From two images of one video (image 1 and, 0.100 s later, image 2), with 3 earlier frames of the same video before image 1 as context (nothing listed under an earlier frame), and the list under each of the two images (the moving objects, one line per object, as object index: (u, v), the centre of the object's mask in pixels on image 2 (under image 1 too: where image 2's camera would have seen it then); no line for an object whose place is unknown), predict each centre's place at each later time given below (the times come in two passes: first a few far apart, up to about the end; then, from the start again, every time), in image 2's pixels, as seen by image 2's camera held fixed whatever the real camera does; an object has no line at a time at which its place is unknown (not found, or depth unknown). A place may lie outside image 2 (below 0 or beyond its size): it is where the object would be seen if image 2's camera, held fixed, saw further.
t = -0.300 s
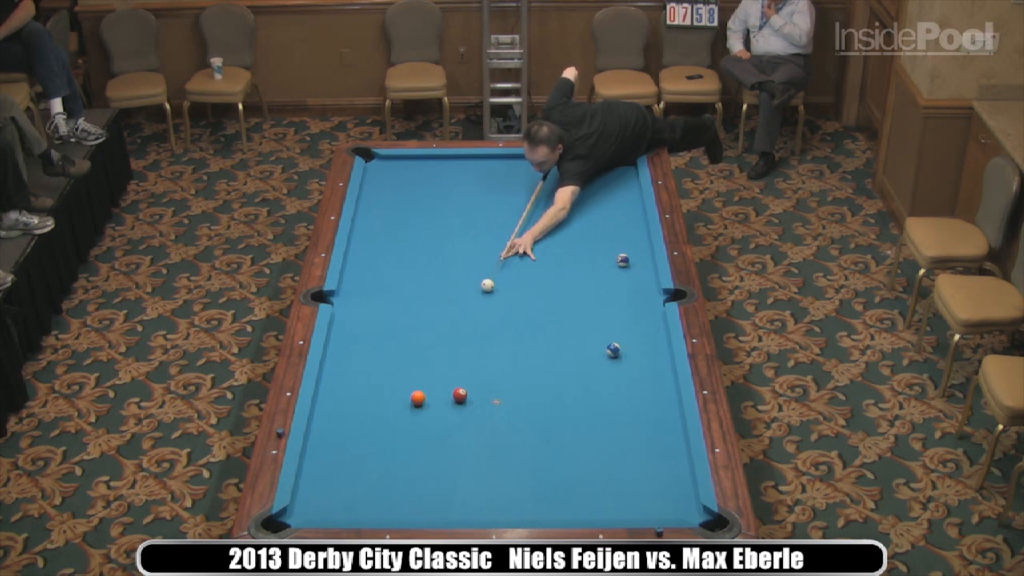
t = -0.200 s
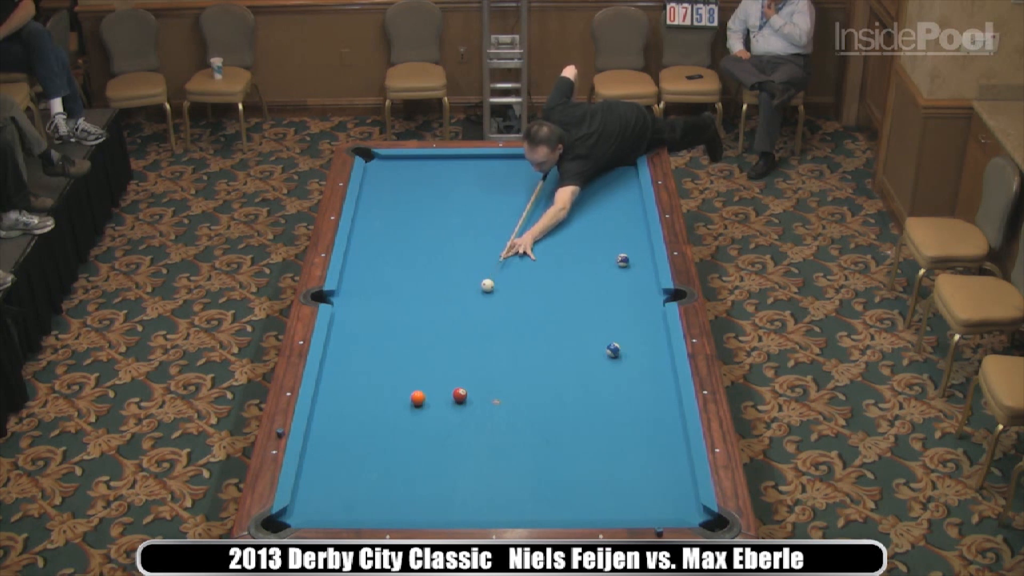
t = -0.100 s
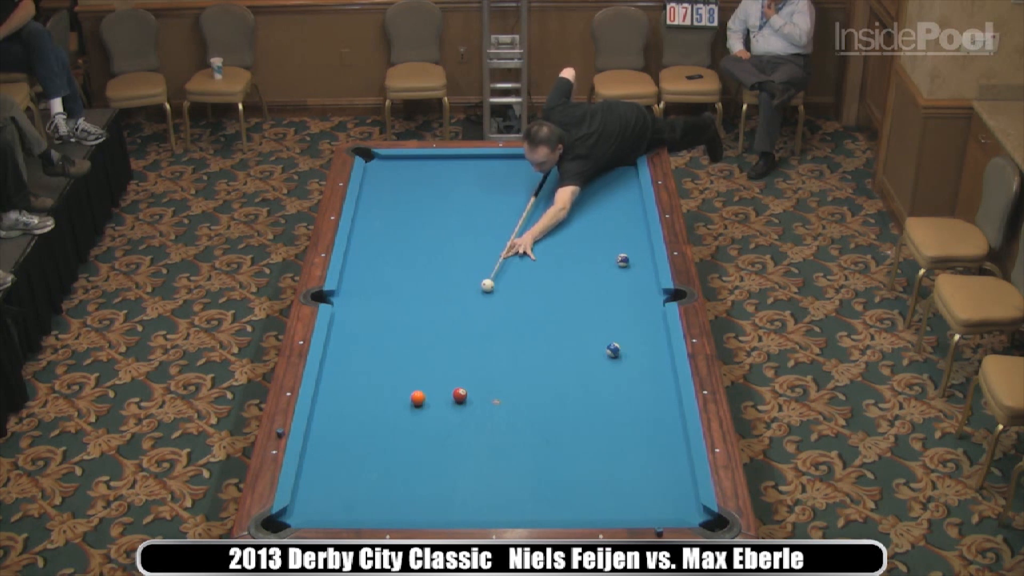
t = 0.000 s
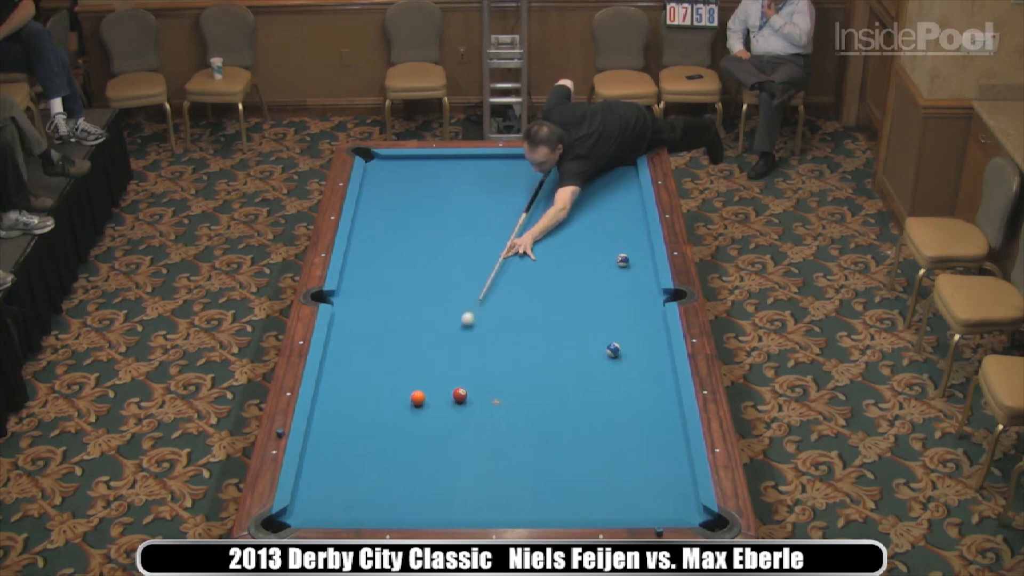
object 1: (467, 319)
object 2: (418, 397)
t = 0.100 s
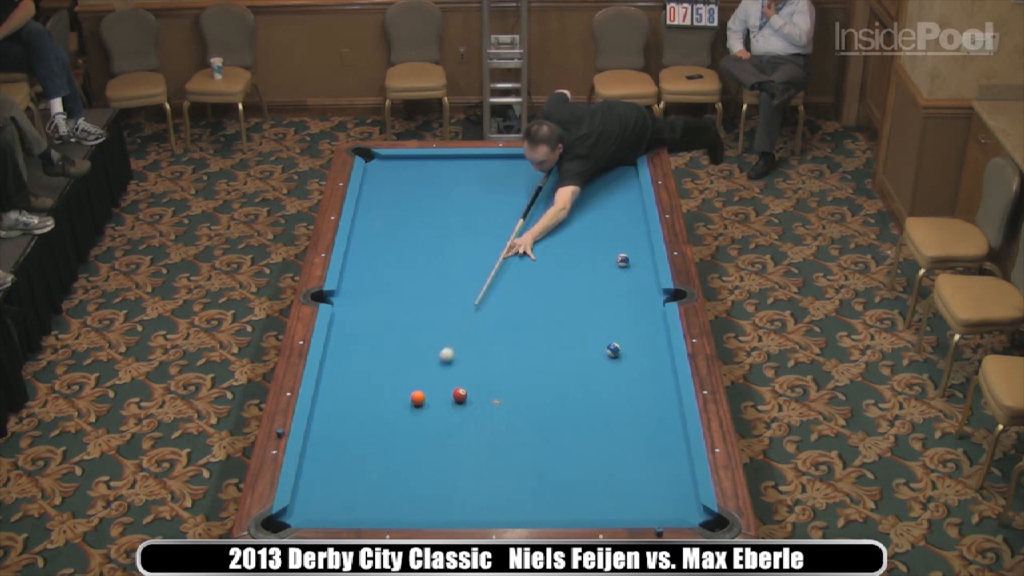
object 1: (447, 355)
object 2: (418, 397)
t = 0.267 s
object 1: (434, 395)
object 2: (394, 419)
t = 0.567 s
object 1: (454, 430)
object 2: (301, 505)
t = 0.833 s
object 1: (467, 468)
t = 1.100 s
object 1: (481, 508)
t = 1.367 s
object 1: (496, 498)
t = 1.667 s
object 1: (512, 473)
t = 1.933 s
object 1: (525, 452)
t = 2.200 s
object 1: (537, 433)
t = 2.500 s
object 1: (549, 414)
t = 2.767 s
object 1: (559, 398)
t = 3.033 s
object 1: (568, 385)
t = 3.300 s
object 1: (576, 371)
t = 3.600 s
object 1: (585, 358)
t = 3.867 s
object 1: (592, 348)
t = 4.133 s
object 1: (598, 339)
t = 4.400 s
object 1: (604, 330)
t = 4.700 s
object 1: (609, 322)
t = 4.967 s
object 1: (614, 315)
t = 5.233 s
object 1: (618, 310)
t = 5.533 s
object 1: (622, 304)
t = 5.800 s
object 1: (624, 300)
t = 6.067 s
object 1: (627, 296)
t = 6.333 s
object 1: (629, 294)
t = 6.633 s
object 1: (630, 292)
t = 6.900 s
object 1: (631, 291)
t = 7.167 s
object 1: (632, 290)
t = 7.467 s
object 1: (632, 290)
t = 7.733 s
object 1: (632, 290)
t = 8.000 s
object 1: (632, 290)
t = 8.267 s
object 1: (632, 290)
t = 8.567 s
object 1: (632, 290)
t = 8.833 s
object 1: (632, 290)
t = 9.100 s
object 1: (632, 290)
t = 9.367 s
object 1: (632, 290)
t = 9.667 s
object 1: (632, 290)
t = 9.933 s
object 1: (632, 290)
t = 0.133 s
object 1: (440, 366)
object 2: (418, 397)
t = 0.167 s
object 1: (433, 378)
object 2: (417, 397)
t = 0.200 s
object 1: (427, 390)
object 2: (416, 398)
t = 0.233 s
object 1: (430, 393)
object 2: (405, 408)
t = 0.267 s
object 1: (434, 395)
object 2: (394, 419)
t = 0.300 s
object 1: (437, 398)
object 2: (383, 429)
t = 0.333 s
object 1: (440, 401)
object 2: (372, 440)
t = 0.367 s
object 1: (443, 404)
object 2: (361, 450)
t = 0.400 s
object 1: (445, 408)
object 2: (350, 459)
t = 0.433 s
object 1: (447, 412)
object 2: (340, 469)
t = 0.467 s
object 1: (449, 416)
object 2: (329, 479)
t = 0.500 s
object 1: (451, 421)
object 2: (319, 488)
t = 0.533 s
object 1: (452, 426)
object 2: (310, 497)
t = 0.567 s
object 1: (454, 430)
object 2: (301, 505)
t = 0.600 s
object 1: (455, 435)
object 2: (291, 513)
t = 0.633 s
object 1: (457, 440)
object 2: (282, 522)
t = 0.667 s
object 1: (459, 445)
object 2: (274, 530)
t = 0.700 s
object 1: (460, 449)
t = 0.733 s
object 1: (462, 454)
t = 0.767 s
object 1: (464, 459)
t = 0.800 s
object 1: (466, 464)
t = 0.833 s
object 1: (467, 468)
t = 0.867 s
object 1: (469, 473)
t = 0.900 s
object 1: (470, 478)
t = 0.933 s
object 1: (472, 483)
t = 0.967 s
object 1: (474, 488)
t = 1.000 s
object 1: (475, 493)
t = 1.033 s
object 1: (477, 498)
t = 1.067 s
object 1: (479, 503)
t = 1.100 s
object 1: (481, 508)
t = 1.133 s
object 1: (482, 511)
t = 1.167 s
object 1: (484, 514)
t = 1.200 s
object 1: (486, 512)
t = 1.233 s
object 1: (488, 511)
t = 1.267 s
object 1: (490, 507)
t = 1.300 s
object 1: (492, 504)
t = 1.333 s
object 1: (494, 501)
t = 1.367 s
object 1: (496, 498)
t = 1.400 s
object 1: (498, 495)
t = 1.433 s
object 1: (500, 492)
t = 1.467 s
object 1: (502, 490)
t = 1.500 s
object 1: (504, 486)
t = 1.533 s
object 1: (505, 484)
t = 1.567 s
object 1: (507, 481)
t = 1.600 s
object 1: (509, 478)
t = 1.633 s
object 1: (510, 475)
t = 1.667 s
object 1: (512, 473)
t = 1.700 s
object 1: (514, 470)
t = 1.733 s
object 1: (515, 468)
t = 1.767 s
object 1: (517, 465)
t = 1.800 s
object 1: (519, 462)
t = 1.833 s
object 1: (520, 460)
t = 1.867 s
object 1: (522, 457)
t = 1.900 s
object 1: (523, 455)
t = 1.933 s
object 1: (525, 452)
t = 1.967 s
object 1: (527, 450)
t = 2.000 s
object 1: (528, 448)
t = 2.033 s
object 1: (529, 445)
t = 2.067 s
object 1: (531, 443)
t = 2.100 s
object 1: (533, 441)
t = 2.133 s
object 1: (534, 438)
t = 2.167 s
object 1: (536, 436)
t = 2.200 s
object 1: (537, 433)
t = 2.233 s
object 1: (538, 431)
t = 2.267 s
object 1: (540, 429)
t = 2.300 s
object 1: (541, 427)
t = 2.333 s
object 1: (543, 425)
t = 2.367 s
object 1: (544, 422)
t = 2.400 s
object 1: (545, 420)
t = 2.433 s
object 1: (546, 418)
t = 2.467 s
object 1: (548, 416)
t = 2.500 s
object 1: (549, 414)
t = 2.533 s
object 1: (551, 412)
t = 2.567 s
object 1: (552, 410)
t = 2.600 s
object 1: (553, 408)
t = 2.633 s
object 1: (554, 406)
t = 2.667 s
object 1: (555, 404)
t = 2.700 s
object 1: (557, 402)
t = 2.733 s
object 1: (558, 400)
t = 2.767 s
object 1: (559, 398)
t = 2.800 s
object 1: (560, 397)
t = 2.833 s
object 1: (561, 395)
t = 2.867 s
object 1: (563, 393)
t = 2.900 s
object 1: (564, 391)
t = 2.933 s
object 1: (565, 389)
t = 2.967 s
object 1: (566, 388)
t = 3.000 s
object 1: (567, 386)
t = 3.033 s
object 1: (568, 385)
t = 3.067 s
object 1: (569, 383)
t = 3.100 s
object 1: (570, 381)
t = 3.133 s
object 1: (571, 379)
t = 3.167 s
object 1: (572, 378)
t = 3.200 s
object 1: (573, 376)
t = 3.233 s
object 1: (574, 375)
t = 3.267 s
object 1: (575, 373)
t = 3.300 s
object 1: (576, 371)
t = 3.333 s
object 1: (577, 370)
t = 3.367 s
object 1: (578, 369)
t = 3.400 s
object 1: (579, 367)
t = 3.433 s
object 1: (580, 366)
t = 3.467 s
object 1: (581, 364)
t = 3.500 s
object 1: (582, 362)
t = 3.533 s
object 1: (583, 361)
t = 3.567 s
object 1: (583, 360)
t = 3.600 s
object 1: (585, 358)
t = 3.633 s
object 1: (586, 357)
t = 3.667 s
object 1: (586, 356)
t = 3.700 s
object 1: (587, 355)
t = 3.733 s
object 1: (588, 353)
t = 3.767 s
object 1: (589, 352)
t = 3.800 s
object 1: (590, 351)
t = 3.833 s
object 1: (591, 349)
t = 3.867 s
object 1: (592, 348)
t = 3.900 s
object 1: (592, 347)
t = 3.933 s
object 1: (593, 346)
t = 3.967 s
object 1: (594, 345)
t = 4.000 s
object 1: (595, 343)
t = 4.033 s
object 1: (596, 342)
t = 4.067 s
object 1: (596, 341)
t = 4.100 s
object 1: (597, 340)
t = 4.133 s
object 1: (598, 339)
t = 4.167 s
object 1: (599, 338)
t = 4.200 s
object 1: (599, 337)
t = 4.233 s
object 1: (600, 335)
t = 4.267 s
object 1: (601, 334)
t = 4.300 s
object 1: (601, 333)
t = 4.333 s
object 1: (602, 332)
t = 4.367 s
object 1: (603, 332)
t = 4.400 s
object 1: (604, 330)
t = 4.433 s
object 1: (604, 329)
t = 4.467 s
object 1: (605, 329)
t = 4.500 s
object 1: (606, 327)
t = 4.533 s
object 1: (606, 326)
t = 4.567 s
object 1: (607, 326)
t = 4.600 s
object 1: (608, 325)
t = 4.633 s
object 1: (608, 324)
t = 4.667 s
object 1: (609, 323)
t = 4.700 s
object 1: (609, 322)
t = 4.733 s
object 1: (610, 321)
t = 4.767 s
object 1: (611, 320)
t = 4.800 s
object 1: (611, 319)
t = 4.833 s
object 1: (612, 318)
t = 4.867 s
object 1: (612, 318)
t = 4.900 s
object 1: (613, 317)
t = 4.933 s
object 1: (614, 316)
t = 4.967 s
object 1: (614, 315)
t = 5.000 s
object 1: (615, 315)
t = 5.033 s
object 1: (615, 314)
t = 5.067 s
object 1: (616, 313)
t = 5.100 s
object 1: (616, 312)
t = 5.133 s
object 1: (617, 312)
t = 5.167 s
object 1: (617, 311)
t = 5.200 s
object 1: (617, 310)
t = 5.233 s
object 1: (618, 310)
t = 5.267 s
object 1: (619, 309)
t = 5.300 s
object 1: (619, 308)
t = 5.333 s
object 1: (620, 308)
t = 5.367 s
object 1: (620, 307)
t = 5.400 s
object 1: (621, 307)
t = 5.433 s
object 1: (621, 306)
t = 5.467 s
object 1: (621, 305)
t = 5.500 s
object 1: (621, 305)
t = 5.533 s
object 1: (622, 304)
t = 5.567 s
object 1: (622, 303)
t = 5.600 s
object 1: (623, 303)
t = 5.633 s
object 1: (623, 302)
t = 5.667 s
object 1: (623, 302)
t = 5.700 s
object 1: (624, 302)
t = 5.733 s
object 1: (624, 301)
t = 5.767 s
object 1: (624, 300)
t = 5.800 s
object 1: (624, 300)
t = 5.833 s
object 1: (625, 300)
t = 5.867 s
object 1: (625, 299)
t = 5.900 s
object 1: (625, 299)
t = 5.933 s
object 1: (625, 298)
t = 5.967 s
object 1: (626, 298)
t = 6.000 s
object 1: (626, 297)
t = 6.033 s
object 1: (626, 297)
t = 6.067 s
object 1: (627, 296)
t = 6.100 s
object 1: (627, 296)
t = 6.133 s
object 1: (627, 296)
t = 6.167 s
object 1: (628, 296)
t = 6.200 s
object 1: (628, 295)
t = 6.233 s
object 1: (628, 295)
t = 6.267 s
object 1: (628, 294)
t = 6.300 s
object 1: (629, 294)
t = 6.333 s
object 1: (629, 294)
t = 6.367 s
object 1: (629, 294)
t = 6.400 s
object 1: (629, 293)
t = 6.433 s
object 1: (629, 293)
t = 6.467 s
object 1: (629, 293)
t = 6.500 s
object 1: (630, 292)
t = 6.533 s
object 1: (630, 292)
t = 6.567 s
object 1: (630, 292)
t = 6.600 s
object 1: (630, 292)
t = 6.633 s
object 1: (630, 292)
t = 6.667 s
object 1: (630, 291)
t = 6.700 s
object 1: (631, 291)
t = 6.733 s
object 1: (631, 291)
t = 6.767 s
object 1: (631, 291)
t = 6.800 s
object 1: (631, 291)
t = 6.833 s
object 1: (631, 291)
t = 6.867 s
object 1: (631, 291)
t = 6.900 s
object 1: (631, 291)
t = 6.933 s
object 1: (631, 290)
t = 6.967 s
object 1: (631, 290)
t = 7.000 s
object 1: (632, 290)
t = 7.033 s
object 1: (632, 290)
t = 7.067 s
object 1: (632, 290)
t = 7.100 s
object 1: (632, 290)
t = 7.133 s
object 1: (632, 290)
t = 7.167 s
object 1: (632, 290)
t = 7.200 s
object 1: (632, 290)
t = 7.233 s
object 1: (632, 290)
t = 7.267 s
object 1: (632, 290)
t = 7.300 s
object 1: (632, 290)
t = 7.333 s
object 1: (632, 290)
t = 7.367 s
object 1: (632, 290)
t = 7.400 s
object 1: (632, 290)
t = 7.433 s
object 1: (632, 290)
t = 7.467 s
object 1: (632, 290)
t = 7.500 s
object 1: (632, 290)
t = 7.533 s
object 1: (632, 290)
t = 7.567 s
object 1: (632, 290)
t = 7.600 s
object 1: (632, 290)
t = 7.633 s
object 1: (632, 290)
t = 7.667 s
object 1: (632, 290)
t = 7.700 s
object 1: (632, 290)
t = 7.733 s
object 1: (632, 290)
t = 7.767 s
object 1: (632, 290)
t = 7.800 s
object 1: (632, 290)
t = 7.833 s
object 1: (632, 290)
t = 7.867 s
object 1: (632, 290)
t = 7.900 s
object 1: (632, 290)
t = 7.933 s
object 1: (632, 290)
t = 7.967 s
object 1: (632, 290)
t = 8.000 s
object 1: (632, 290)
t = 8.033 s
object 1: (632, 290)
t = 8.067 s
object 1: (632, 290)
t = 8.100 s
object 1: (632, 290)
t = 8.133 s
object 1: (632, 290)
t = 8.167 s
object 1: (632, 290)
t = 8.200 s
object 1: (632, 290)
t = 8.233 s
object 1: (632, 290)
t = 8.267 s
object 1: (632, 290)
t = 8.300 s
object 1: (632, 290)
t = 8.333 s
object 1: (632, 290)
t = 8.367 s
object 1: (632, 290)
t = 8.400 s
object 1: (632, 290)
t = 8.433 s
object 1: (632, 290)
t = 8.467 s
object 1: (632, 290)
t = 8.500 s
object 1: (632, 290)
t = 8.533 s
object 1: (632, 290)
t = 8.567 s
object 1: (632, 290)
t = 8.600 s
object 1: (632, 290)
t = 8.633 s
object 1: (632, 290)
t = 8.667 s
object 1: (632, 290)
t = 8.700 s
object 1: (632, 290)
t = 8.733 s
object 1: (632, 290)
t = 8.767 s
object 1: (632, 290)
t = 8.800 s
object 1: (632, 290)
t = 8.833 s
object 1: (632, 290)
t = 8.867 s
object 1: (632, 290)
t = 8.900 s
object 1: (632, 290)
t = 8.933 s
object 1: (632, 290)
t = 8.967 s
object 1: (632, 290)
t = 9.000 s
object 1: (632, 290)
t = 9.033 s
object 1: (632, 290)
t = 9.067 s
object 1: (632, 290)
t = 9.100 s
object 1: (632, 290)
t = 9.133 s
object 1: (632, 290)
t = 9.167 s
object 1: (632, 290)
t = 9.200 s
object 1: (632, 290)
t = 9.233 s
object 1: (632, 290)
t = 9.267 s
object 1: (632, 290)
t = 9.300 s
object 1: (632, 290)
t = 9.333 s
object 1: (632, 290)
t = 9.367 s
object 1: (632, 290)
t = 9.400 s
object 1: (632, 290)
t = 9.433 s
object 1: (632, 290)
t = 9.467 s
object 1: (632, 290)
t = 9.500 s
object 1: (632, 290)
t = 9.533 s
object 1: (632, 290)
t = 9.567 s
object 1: (632, 290)
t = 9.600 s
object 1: (632, 290)
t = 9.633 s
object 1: (632, 290)
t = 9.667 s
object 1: (632, 290)
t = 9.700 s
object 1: (632, 290)
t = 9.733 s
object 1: (632, 290)
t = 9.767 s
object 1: (632, 290)
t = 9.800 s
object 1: (632, 290)
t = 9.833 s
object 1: (632, 290)
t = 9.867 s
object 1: (632, 290)
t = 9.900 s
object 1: (632, 290)
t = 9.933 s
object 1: (632, 290)
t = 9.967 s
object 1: (632, 290)
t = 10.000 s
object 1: (632, 290)
